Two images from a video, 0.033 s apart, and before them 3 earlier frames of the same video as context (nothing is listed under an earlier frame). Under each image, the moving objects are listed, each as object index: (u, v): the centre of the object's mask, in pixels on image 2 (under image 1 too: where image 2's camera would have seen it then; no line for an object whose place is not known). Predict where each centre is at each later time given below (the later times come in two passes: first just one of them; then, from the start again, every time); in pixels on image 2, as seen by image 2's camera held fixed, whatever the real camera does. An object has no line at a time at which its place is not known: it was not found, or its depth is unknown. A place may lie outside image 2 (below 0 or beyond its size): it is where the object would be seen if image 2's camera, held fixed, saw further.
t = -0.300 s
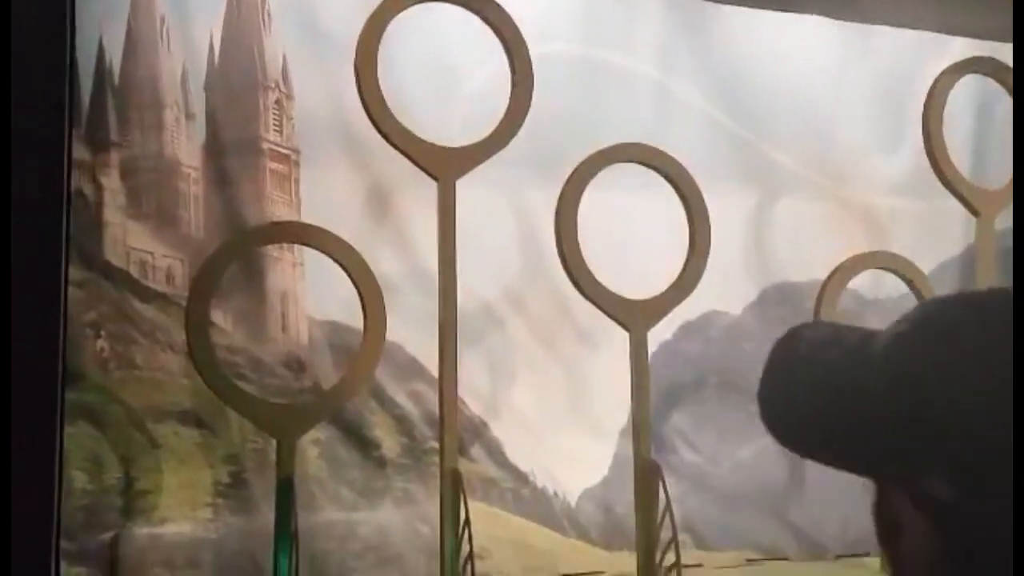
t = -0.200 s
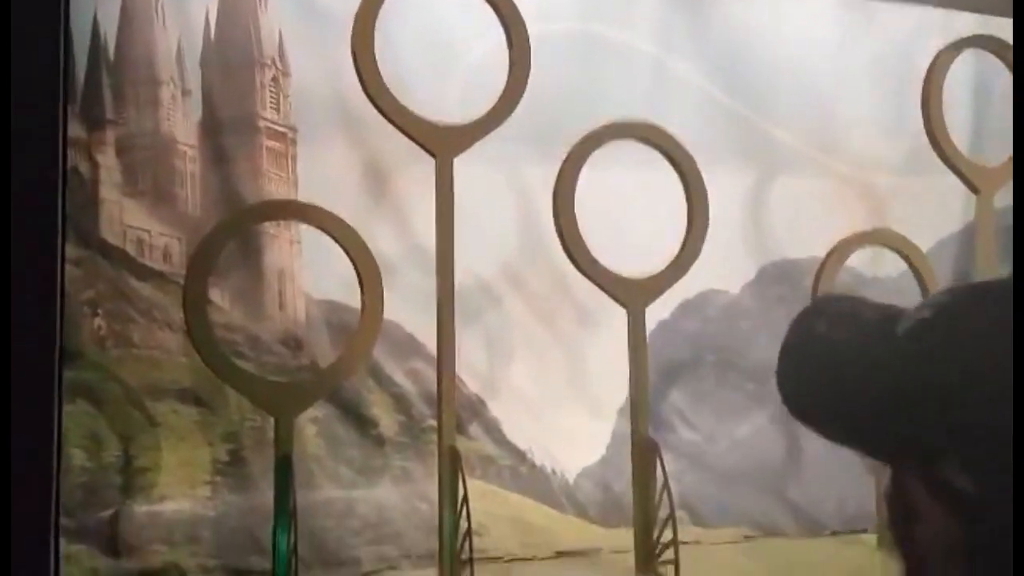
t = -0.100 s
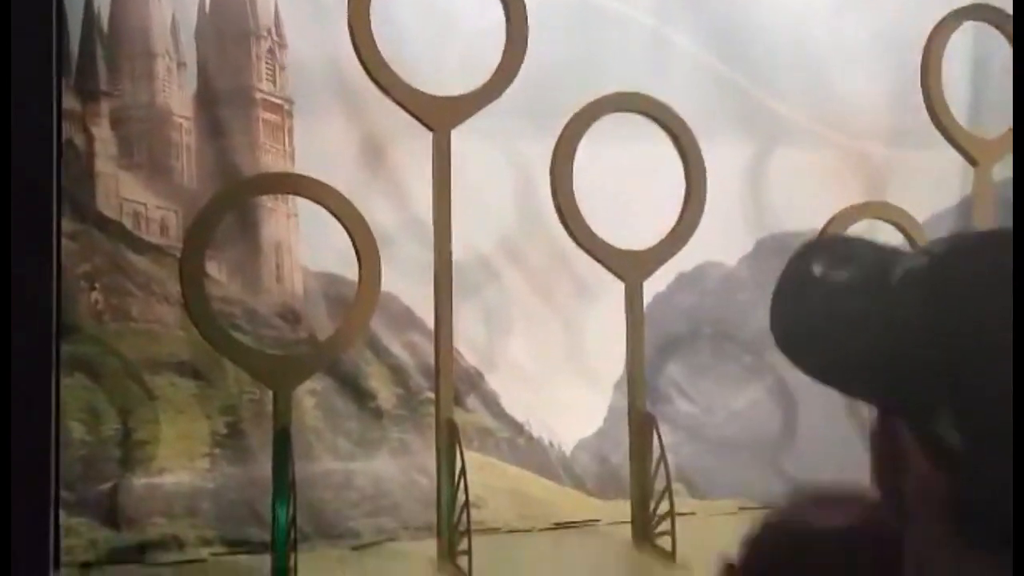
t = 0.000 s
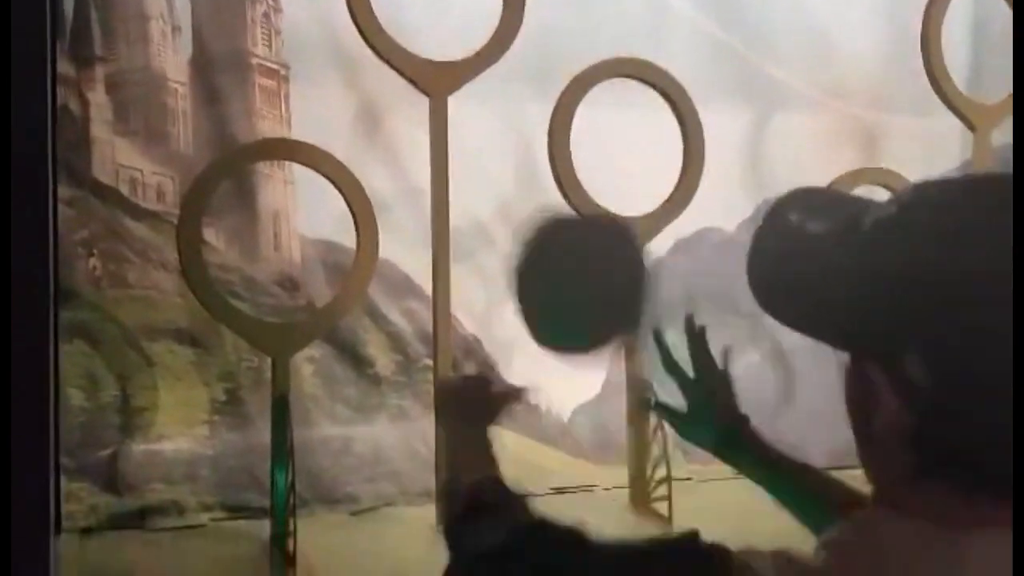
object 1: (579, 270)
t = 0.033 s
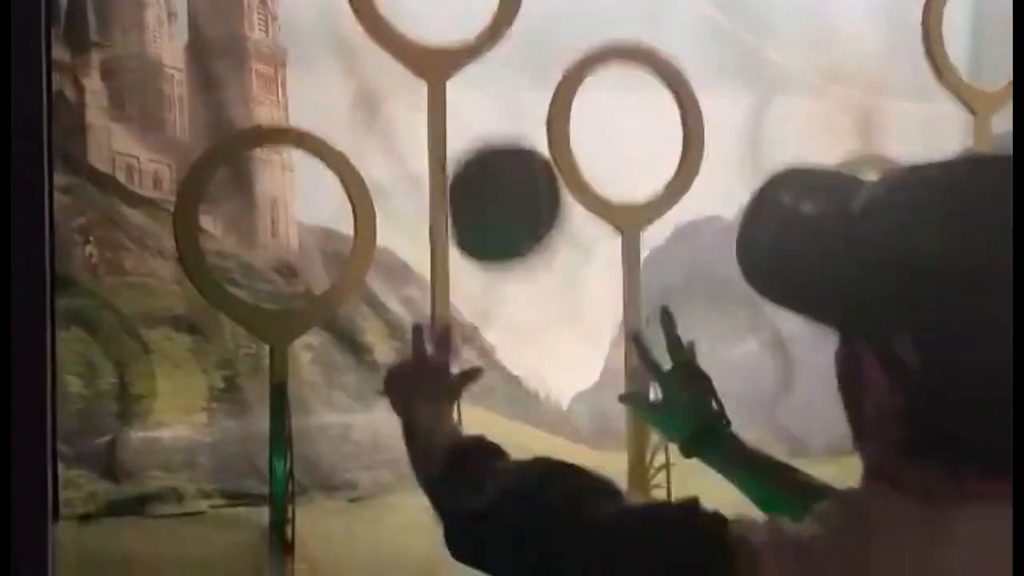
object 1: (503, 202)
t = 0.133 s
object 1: (385, 142)
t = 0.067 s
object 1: (471, 180)
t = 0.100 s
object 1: (422, 153)
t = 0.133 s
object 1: (385, 142)
